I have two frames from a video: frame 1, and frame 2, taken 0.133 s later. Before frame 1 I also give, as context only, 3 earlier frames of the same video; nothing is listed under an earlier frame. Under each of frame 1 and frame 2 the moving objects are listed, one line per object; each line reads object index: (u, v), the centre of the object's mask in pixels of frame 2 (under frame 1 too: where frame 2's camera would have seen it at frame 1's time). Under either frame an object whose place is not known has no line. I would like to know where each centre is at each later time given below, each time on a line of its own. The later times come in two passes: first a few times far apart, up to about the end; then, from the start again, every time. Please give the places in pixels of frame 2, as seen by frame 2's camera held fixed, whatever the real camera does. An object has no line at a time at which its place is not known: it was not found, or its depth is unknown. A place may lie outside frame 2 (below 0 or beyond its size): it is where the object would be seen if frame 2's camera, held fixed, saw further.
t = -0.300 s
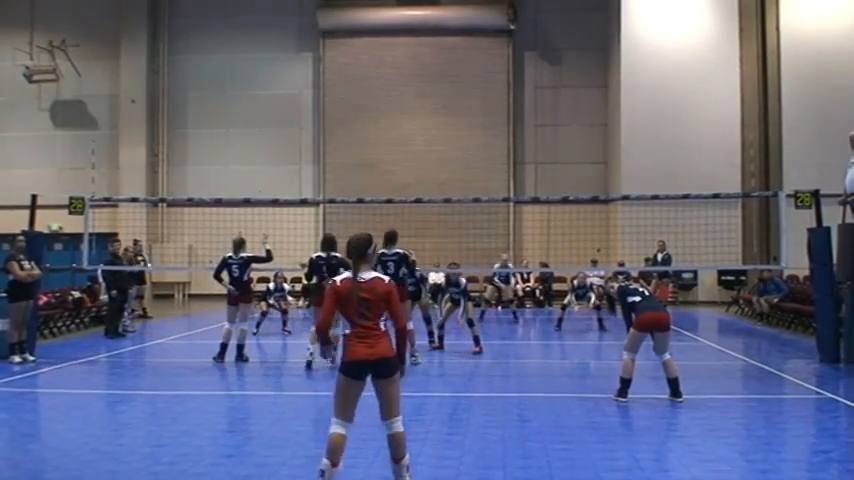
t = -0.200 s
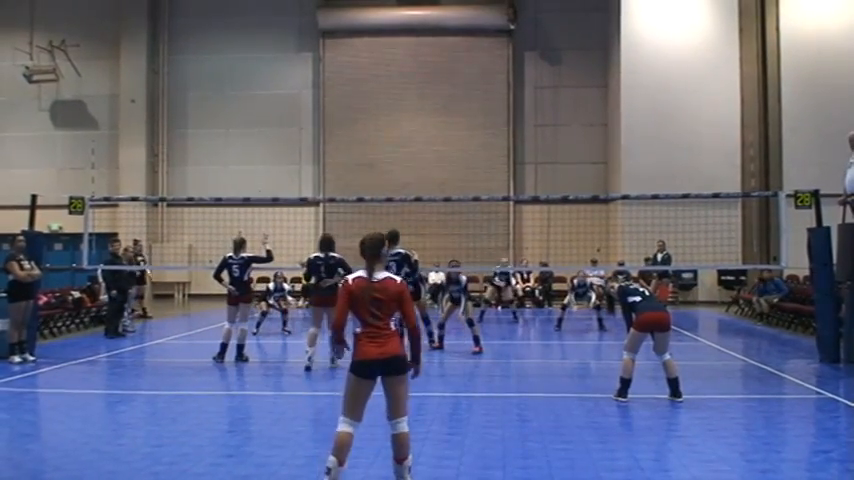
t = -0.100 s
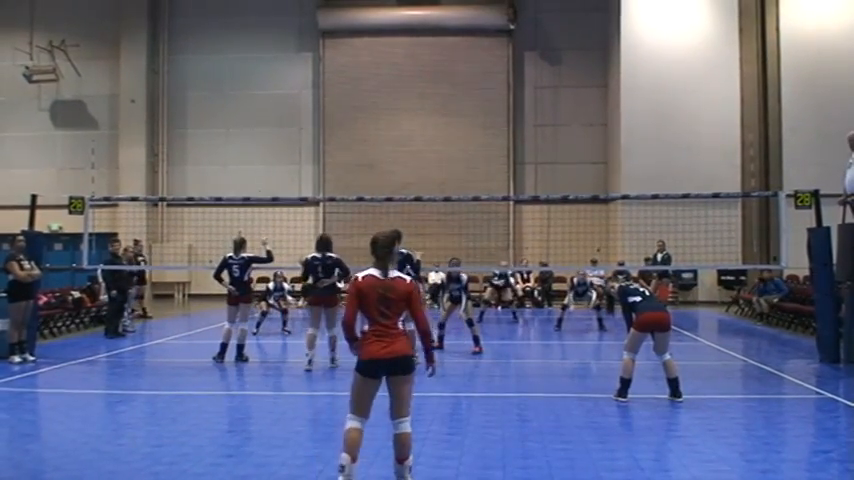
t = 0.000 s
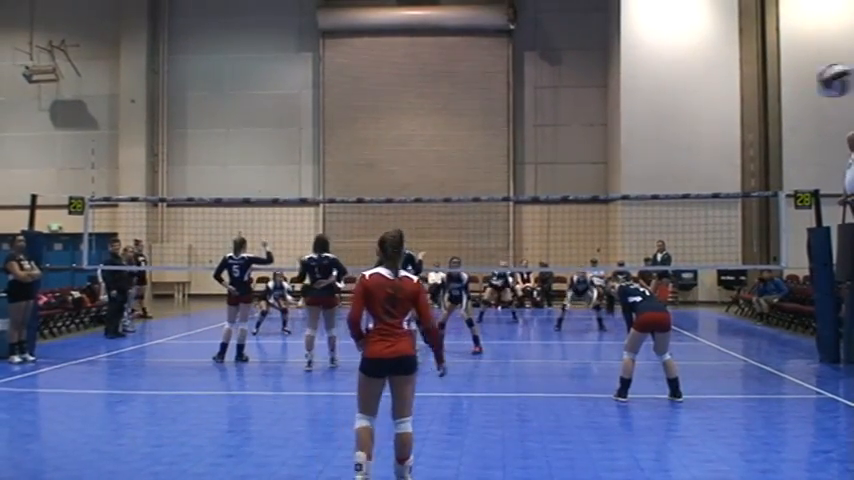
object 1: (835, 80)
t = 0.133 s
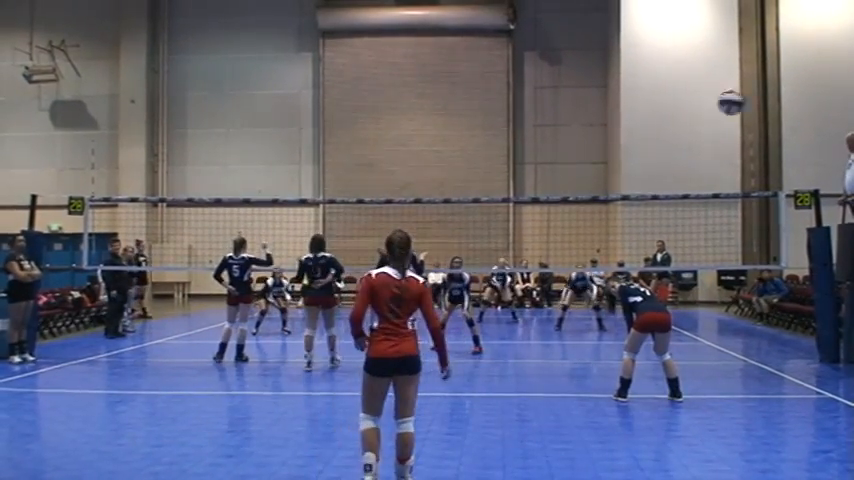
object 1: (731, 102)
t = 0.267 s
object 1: (669, 139)
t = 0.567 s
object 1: (608, 221)
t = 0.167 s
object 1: (713, 110)
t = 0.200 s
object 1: (697, 120)
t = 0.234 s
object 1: (682, 129)
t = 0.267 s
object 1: (669, 139)
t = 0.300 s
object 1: (658, 148)
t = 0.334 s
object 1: (648, 158)
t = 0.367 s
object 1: (640, 167)
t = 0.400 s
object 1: (632, 177)
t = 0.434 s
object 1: (624, 186)
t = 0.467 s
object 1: (620, 194)
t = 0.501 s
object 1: (615, 204)
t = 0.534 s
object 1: (609, 213)
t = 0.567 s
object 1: (608, 221)
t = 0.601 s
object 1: (608, 230)
